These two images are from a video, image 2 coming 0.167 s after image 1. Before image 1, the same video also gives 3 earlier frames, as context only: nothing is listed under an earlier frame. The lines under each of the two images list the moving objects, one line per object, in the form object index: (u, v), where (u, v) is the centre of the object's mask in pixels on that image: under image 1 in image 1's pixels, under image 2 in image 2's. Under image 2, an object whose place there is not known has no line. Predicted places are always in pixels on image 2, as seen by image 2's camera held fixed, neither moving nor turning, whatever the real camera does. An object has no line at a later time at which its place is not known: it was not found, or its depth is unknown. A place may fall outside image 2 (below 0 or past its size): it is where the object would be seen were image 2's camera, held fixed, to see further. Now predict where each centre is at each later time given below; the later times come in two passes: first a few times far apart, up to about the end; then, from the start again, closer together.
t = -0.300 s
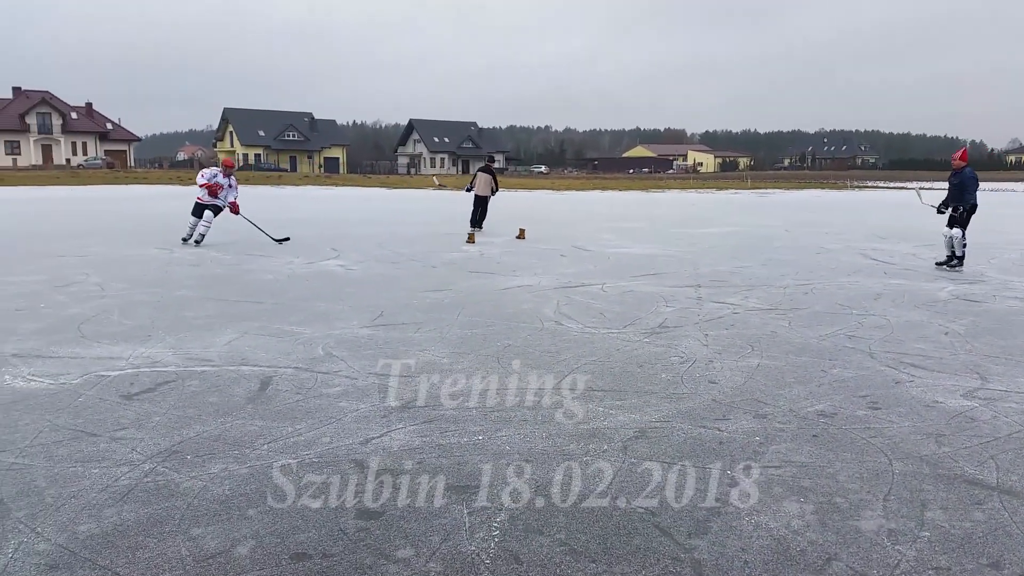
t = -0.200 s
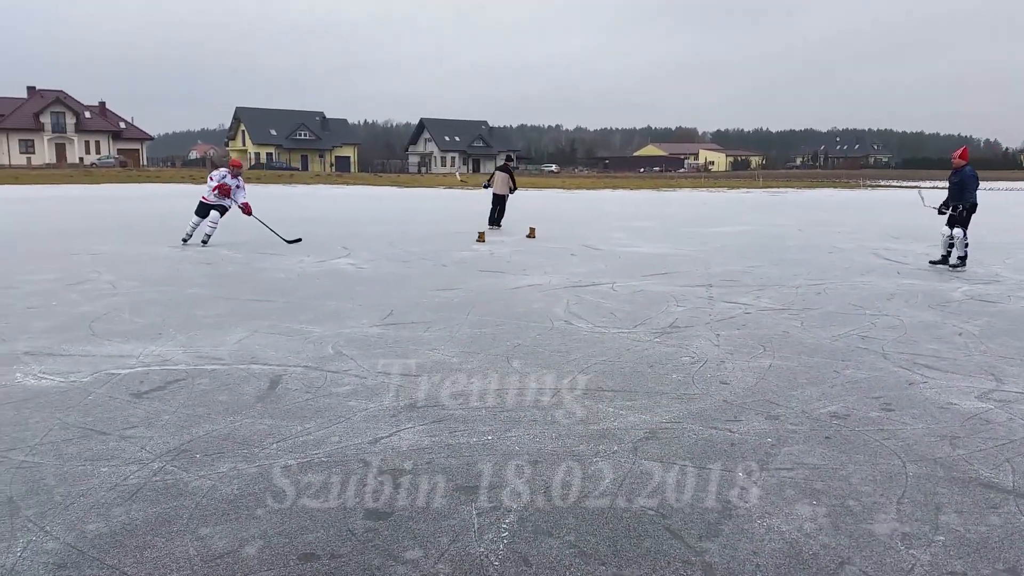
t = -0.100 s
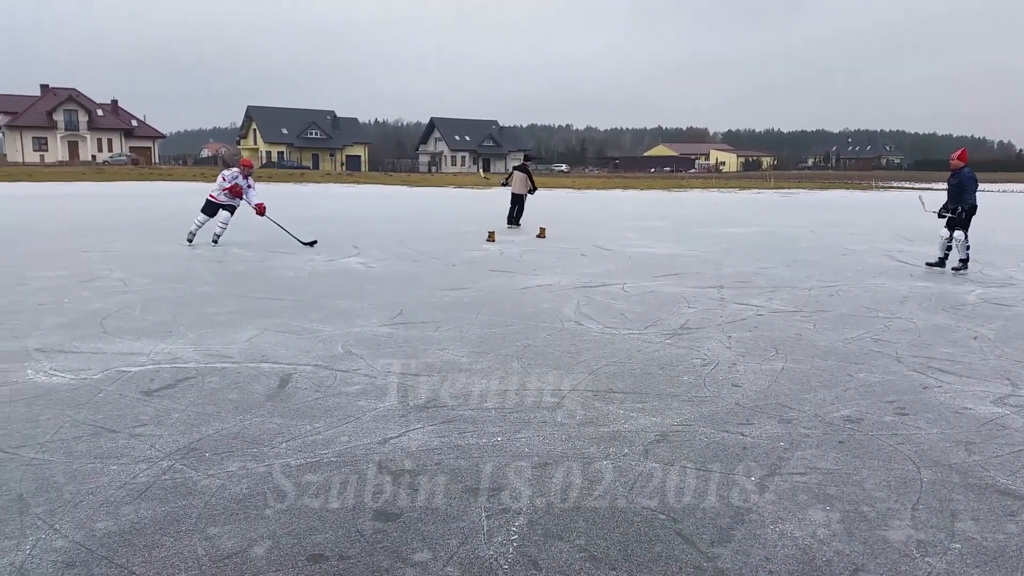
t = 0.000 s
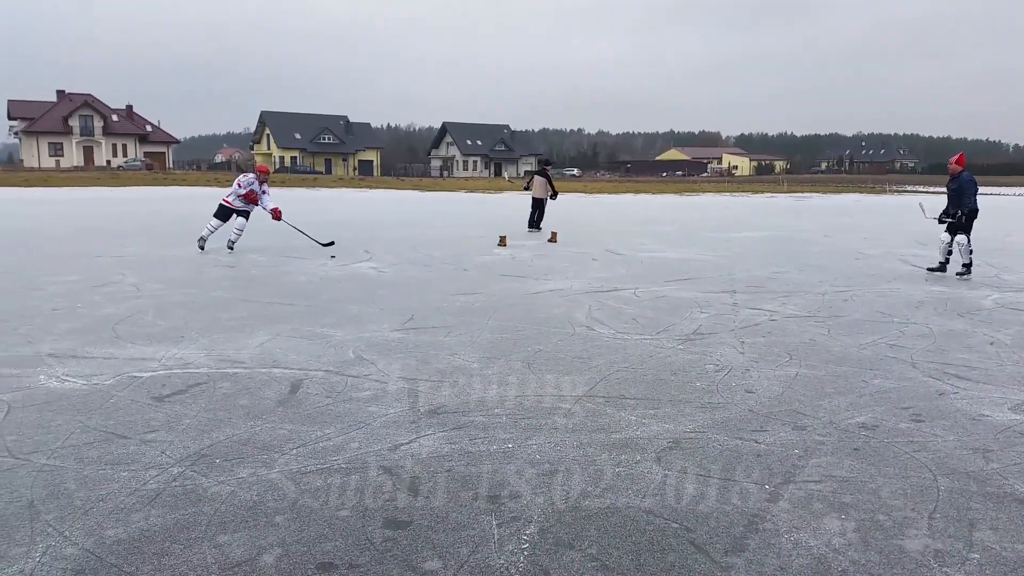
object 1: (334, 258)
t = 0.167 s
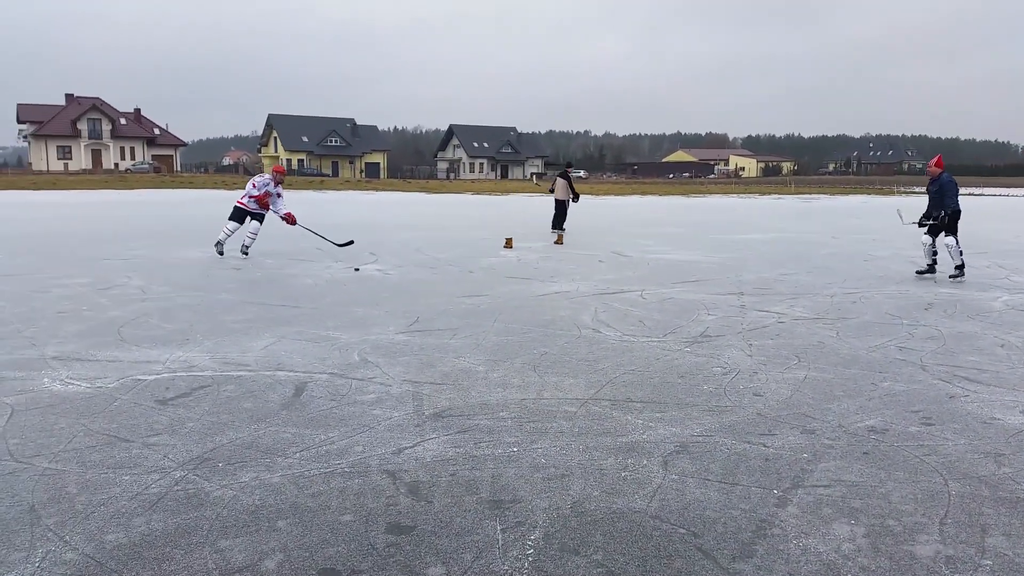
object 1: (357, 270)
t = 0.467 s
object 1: (399, 298)
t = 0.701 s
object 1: (451, 329)
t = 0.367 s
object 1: (383, 288)
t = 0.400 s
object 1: (389, 292)
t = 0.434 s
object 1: (393, 295)
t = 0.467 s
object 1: (399, 298)
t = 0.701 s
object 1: (451, 329)
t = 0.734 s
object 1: (461, 335)
